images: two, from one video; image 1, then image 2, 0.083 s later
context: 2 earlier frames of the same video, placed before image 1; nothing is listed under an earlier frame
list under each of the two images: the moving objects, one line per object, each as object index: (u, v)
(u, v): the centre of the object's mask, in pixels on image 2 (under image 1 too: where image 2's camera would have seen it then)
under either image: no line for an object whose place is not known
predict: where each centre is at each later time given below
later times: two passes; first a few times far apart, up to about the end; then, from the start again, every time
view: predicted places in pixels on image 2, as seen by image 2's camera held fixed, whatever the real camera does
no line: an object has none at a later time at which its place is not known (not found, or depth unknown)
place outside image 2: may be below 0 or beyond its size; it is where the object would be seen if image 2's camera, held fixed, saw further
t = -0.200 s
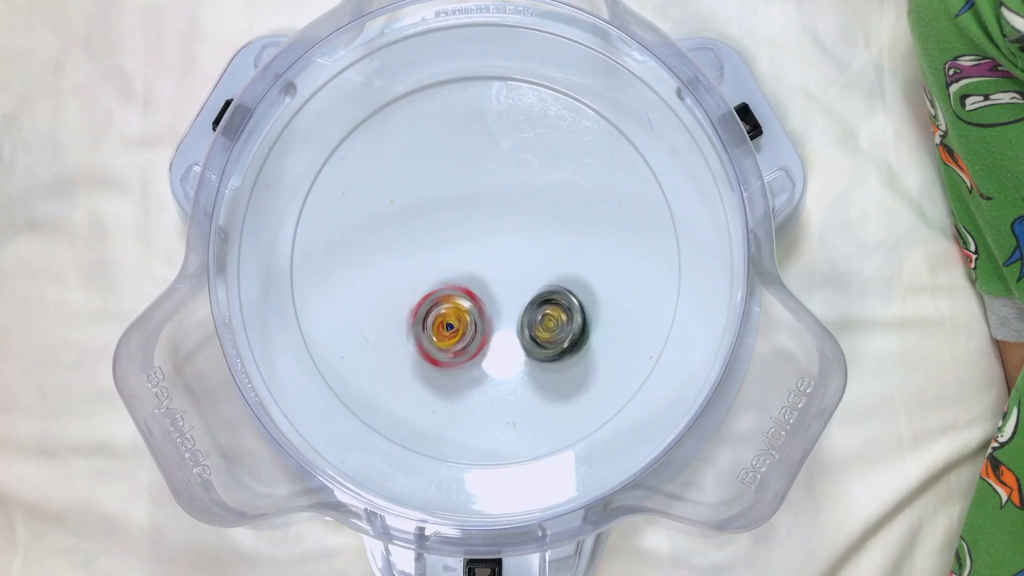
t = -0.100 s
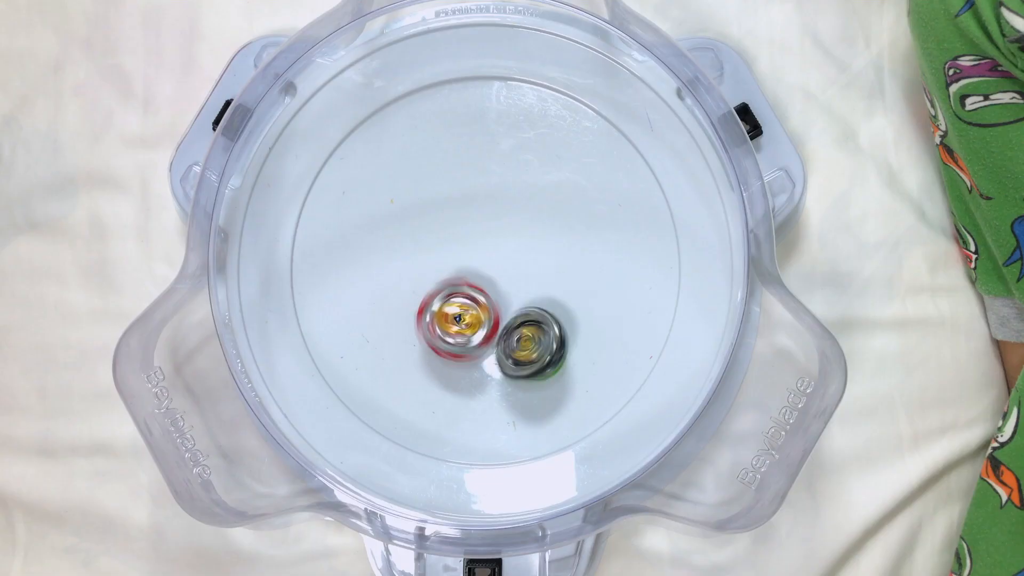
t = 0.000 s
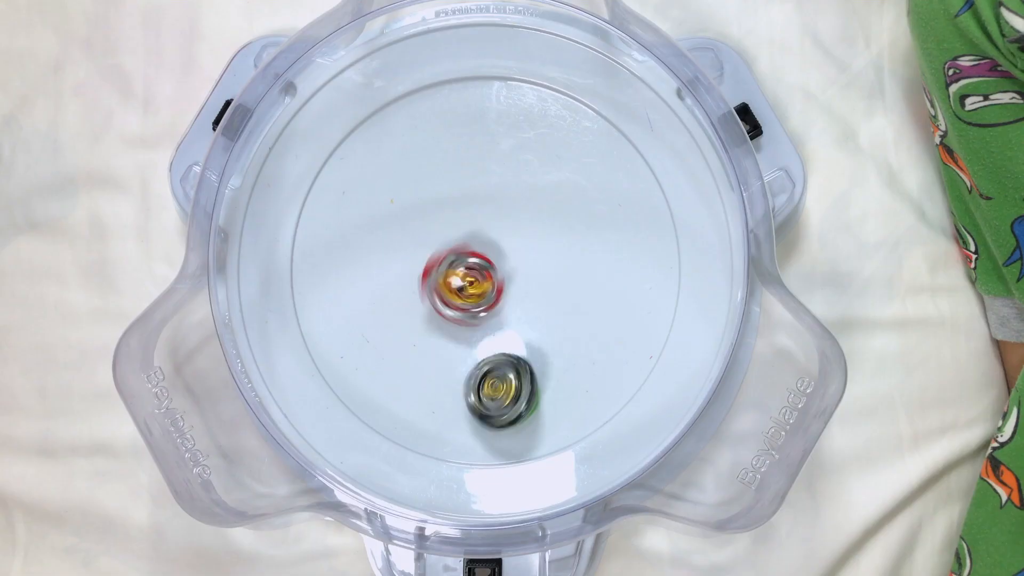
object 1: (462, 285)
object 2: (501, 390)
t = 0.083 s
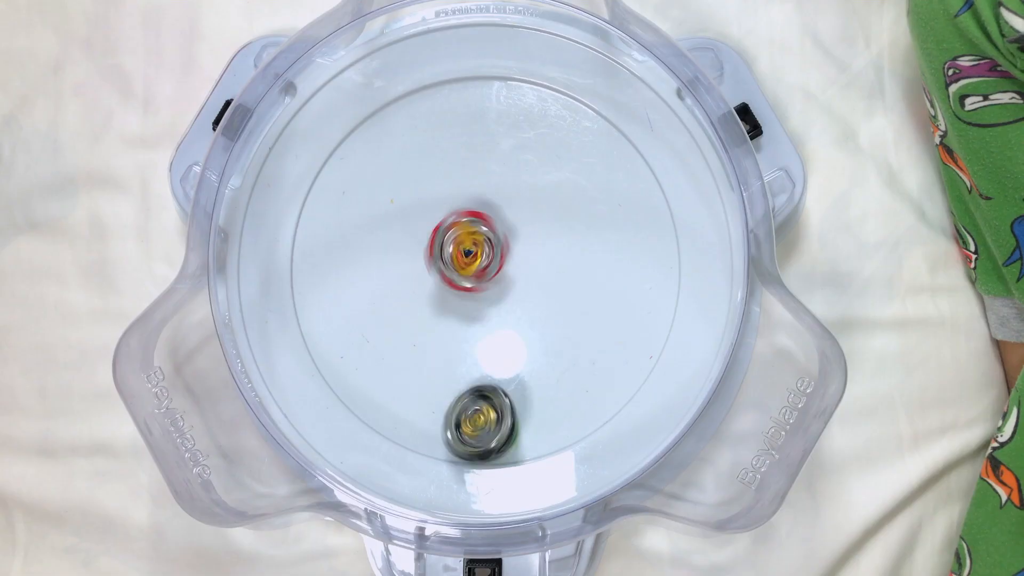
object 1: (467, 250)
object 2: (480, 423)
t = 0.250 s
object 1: (485, 244)
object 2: (464, 432)
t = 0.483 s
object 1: (476, 271)
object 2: (454, 342)
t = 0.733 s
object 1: (504, 258)
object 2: (334, 204)
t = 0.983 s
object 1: (495, 257)
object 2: (341, 229)
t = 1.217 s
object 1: (492, 261)
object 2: (437, 295)
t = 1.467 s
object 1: (536, 287)
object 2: (508, 348)
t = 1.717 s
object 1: (514, 285)
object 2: (518, 346)
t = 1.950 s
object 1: (497, 275)
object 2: (511, 330)
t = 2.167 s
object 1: (491, 272)
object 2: (511, 325)
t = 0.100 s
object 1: (468, 247)
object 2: (478, 426)
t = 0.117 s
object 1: (468, 243)
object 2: (474, 432)
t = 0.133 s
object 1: (470, 240)
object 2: (472, 433)
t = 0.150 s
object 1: (473, 238)
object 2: (469, 436)
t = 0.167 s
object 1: (476, 237)
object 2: (469, 435)
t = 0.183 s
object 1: (479, 237)
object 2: (466, 438)
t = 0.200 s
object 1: (483, 237)
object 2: (467, 436)
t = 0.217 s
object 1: (485, 240)
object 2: (465, 436)
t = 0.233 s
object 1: (485, 242)
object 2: (467, 433)
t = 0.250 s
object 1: (485, 244)
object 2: (464, 432)
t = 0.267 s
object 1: (486, 245)
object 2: (466, 427)
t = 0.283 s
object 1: (485, 247)
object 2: (464, 424)
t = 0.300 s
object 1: (484, 249)
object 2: (465, 420)
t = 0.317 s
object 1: (483, 251)
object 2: (463, 416)
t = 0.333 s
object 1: (482, 253)
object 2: (464, 410)
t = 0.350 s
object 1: (482, 254)
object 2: (463, 405)
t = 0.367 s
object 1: (481, 257)
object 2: (464, 399)
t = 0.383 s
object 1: (480, 259)
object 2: (462, 393)
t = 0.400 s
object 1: (480, 260)
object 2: (462, 386)
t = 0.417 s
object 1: (481, 262)
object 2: (460, 379)
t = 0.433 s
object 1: (480, 265)
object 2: (460, 370)
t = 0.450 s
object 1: (479, 267)
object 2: (457, 362)
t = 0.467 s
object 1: (478, 269)
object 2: (456, 352)
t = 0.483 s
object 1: (476, 271)
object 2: (454, 342)
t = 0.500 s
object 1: (480, 270)
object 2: (449, 332)
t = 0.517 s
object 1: (485, 265)
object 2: (442, 324)
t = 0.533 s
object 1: (492, 262)
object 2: (433, 314)
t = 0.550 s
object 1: (497, 261)
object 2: (427, 304)
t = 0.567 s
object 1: (499, 262)
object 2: (416, 293)
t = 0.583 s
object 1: (501, 263)
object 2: (409, 283)
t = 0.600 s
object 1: (501, 263)
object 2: (402, 270)
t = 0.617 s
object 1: (501, 263)
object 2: (392, 260)
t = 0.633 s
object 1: (500, 262)
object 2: (384, 249)
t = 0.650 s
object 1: (499, 260)
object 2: (373, 239)
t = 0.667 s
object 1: (499, 259)
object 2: (366, 229)
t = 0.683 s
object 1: (499, 258)
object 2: (358, 222)
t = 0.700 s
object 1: (500, 257)
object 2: (347, 216)
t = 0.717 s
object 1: (502, 257)
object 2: (340, 209)
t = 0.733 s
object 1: (504, 258)
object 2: (334, 204)
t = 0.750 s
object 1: (505, 259)
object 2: (326, 202)
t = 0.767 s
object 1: (506, 259)
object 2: (320, 199)
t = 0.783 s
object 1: (507, 258)
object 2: (319, 199)
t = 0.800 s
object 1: (507, 260)
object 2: (316, 202)
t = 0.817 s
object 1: (506, 261)
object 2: (313, 203)
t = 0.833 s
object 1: (505, 262)
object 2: (312, 204)
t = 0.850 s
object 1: (503, 264)
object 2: (314, 206)
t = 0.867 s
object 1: (501, 265)
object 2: (315, 209)
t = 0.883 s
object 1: (499, 266)
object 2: (316, 211)
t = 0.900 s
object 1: (497, 265)
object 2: (319, 211)
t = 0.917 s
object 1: (495, 265)
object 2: (324, 213)
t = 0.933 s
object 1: (494, 263)
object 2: (329, 216)
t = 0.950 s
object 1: (494, 261)
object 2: (333, 220)
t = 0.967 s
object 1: (494, 259)
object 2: (337, 224)
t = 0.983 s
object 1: (495, 257)
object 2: (341, 229)
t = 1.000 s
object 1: (496, 257)
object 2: (345, 233)
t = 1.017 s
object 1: (497, 256)
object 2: (349, 238)
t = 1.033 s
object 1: (499, 256)
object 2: (353, 242)
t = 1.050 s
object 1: (500, 255)
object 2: (359, 246)
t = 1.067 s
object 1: (501, 257)
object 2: (365, 249)
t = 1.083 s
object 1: (502, 260)
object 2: (372, 253)
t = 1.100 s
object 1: (502, 262)
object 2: (380, 258)
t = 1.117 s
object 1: (500, 264)
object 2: (388, 263)
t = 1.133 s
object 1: (498, 265)
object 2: (395, 269)
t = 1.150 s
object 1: (496, 265)
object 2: (403, 272)
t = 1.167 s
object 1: (494, 265)
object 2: (412, 277)
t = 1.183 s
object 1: (492, 264)
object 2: (422, 283)
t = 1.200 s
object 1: (491, 263)
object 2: (431, 289)
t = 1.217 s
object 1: (492, 261)
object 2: (437, 295)
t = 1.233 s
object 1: (495, 261)
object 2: (444, 300)
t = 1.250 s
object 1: (499, 264)
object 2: (448, 305)
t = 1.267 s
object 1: (502, 266)
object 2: (453, 312)
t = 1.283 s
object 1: (506, 269)
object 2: (459, 318)
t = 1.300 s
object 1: (509, 272)
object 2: (463, 322)
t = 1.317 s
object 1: (512, 276)
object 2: (468, 326)
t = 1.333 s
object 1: (515, 279)
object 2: (473, 329)
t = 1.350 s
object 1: (519, 283)
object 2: (479, 332)
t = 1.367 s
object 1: (522, 285)
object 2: (485, 335)
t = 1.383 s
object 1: (526, 287)
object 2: (489, 339)
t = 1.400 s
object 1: (529, 287)
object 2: (493, 343)
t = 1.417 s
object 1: (532, 288)
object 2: (497, 344)
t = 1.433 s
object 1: (534, 288)
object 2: (500, 347)
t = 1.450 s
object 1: (535, 288)
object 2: (504, 348)
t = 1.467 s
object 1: (536, 287)
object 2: (508, 348)
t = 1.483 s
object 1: (536, 287)
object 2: (511, 349)
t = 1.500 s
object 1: (536, 286)
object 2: (514, 348)
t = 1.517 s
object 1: (535, 286)
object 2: (516, 348)
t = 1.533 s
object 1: (534, 286)
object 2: (519, 348)
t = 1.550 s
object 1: (533, 286)
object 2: (520, 349)
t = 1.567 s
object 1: (532, 286)
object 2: (522, 349)
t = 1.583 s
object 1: (530, 286)
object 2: (523, 349)
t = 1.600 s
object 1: (527, 286)
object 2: (523, 349)
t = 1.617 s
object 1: (525, 285)
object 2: (523, 348)
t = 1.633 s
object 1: (523, 286)
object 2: (523, 348)
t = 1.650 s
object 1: (521, 286)
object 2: (522, 348)
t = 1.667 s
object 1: (519, 286)
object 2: (521, 347)
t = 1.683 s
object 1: (517, 286)
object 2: (520, 347)
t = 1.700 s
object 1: (515, 285)
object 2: (519, 347)
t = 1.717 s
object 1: (514, 285)
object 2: (518, 346)
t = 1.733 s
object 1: (513, 284)
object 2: (518, 345)
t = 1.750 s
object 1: (512, 283)
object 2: (517, 344)
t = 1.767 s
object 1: (511, 283)
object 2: (516, 343)
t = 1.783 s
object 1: (510, 282)
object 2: (515, 341)
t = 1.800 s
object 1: (510, 281)
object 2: (514, 340)
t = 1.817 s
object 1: (509, 281)
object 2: (513, 337)
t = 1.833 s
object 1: (508, 280)
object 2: (513, 335)
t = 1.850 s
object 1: (506, 279)
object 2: (513, 333)
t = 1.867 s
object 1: (504, 278)
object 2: (512, 332)
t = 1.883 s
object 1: (502, 277)
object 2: (512, 332)
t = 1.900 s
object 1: (501, 277)
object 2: (511, 331)
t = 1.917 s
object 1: (499, 276)
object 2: (511, 331)
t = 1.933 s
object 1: (498, 276)
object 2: (511, 331)
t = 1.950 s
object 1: (497, 275)
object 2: (511, 330)
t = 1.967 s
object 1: (496, 275)
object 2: (511, 330)
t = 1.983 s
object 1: (494, 275)
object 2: (511, 330)
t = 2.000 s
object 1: (493, 275)
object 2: (511, 330)
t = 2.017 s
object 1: (491, 275)
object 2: (511, 329)
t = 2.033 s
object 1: (490, 275)
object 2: (511, 329)
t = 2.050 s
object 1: (489, 275)
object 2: (511, 328)
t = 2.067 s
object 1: (489, 274)
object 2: (511, 328)
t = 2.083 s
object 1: (488, 274)
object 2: (510, 327)
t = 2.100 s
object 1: (489, 274)
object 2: (510, 326)
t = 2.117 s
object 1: (489, 273)
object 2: (510, 326)
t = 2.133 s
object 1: (489, 273)
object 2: (511, 325)
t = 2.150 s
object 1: (490, 272)
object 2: (511, 325)
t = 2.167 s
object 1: (491, 272)
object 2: (511, 325)
